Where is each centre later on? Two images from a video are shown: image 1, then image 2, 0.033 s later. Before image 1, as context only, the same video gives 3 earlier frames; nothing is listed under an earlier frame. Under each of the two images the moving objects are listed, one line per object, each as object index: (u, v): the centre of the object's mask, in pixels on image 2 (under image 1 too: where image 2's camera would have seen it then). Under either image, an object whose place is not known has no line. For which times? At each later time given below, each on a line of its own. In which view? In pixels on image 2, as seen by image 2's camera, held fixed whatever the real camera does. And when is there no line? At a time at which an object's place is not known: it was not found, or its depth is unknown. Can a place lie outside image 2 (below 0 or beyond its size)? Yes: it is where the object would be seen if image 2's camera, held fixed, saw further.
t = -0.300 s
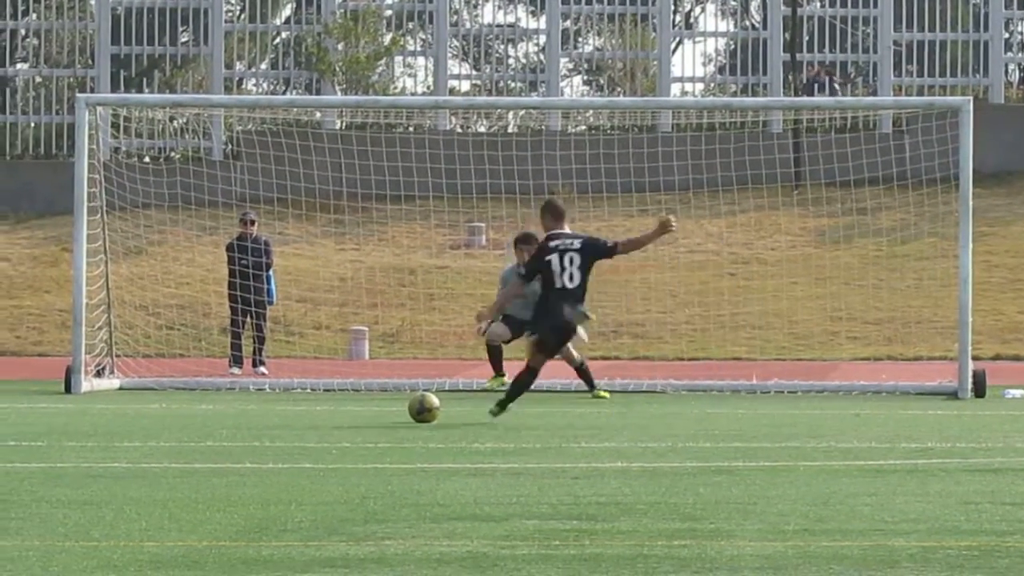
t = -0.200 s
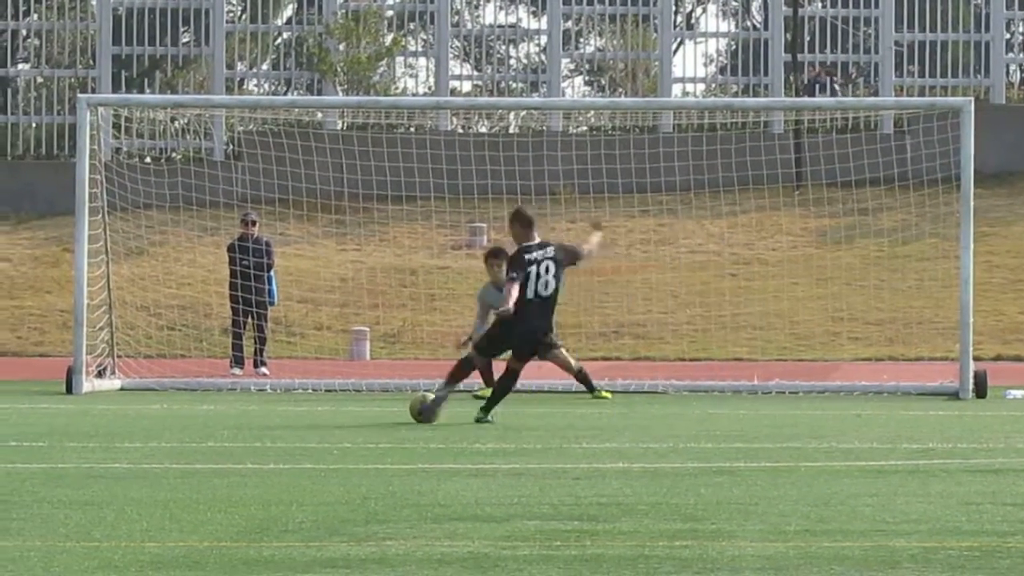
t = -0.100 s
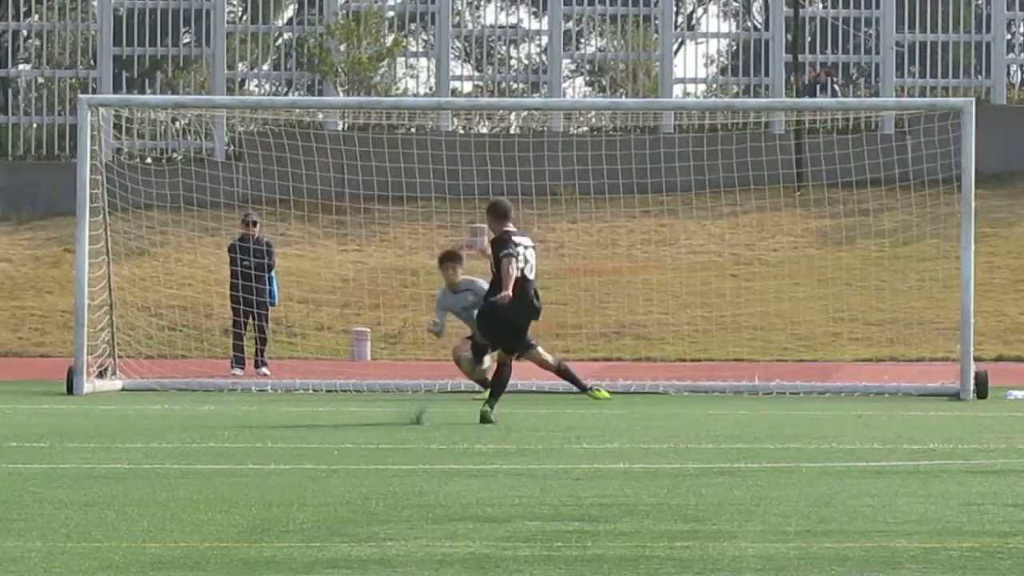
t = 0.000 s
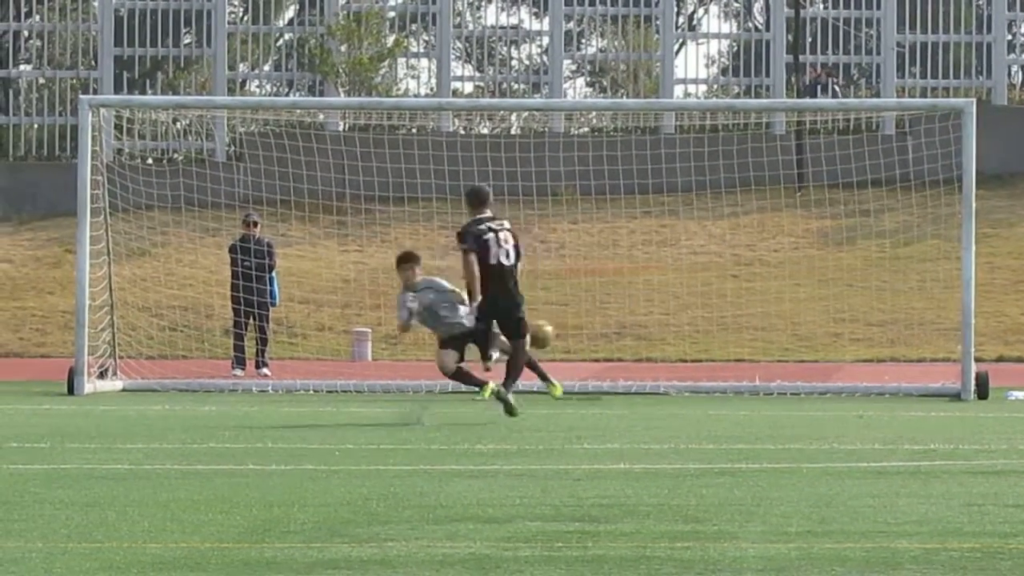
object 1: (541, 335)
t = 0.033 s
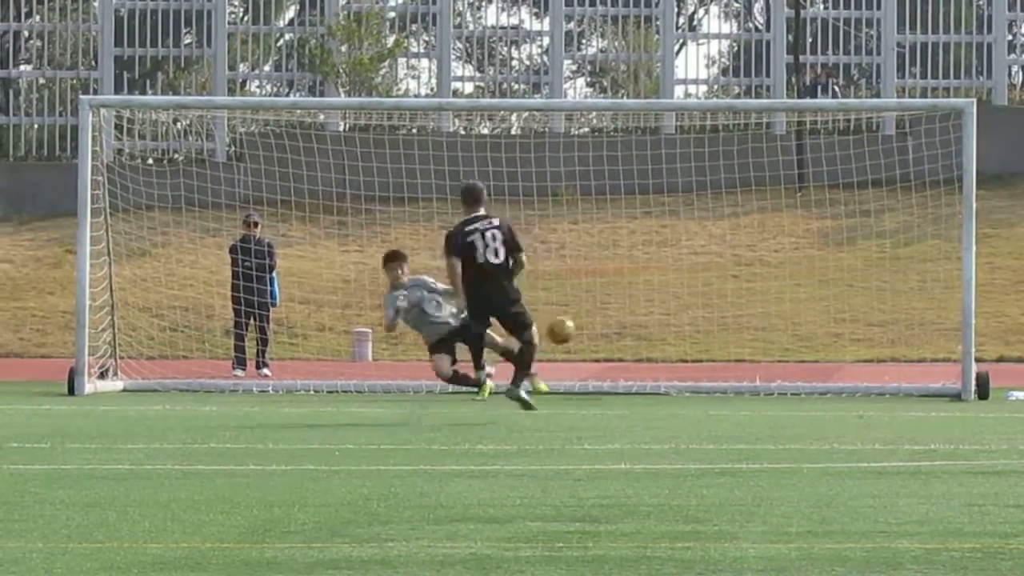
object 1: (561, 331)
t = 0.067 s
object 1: (581, 328)
